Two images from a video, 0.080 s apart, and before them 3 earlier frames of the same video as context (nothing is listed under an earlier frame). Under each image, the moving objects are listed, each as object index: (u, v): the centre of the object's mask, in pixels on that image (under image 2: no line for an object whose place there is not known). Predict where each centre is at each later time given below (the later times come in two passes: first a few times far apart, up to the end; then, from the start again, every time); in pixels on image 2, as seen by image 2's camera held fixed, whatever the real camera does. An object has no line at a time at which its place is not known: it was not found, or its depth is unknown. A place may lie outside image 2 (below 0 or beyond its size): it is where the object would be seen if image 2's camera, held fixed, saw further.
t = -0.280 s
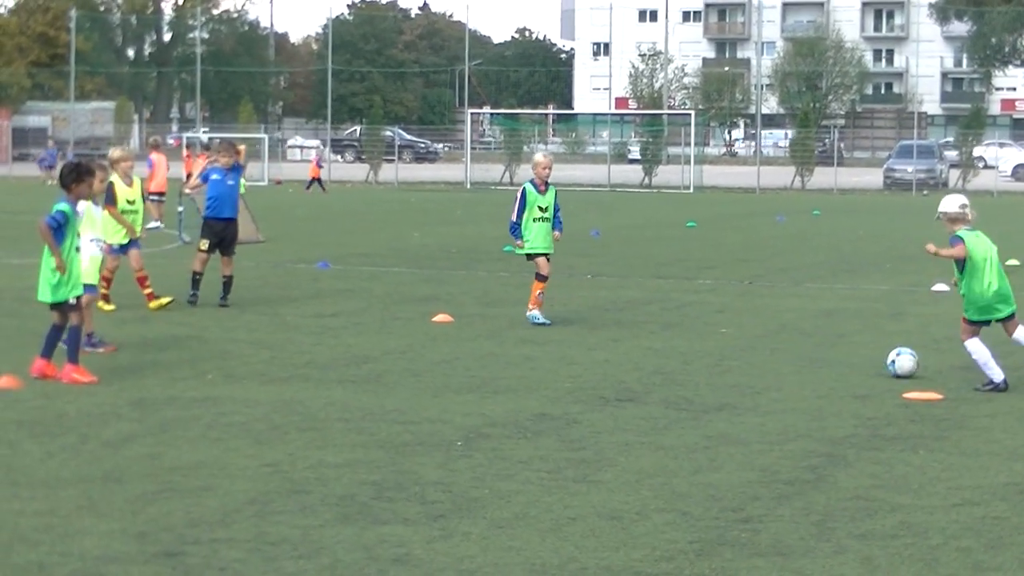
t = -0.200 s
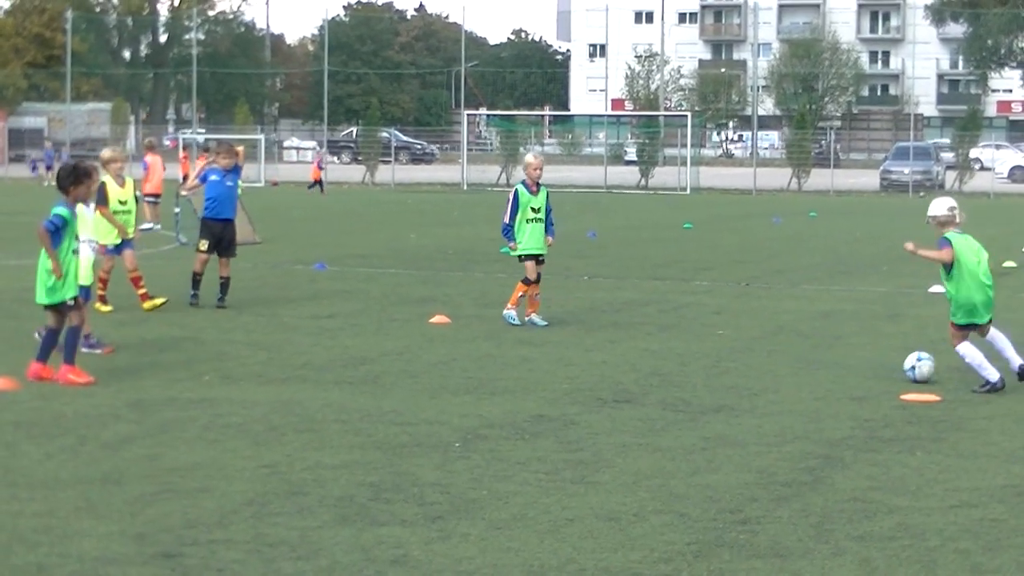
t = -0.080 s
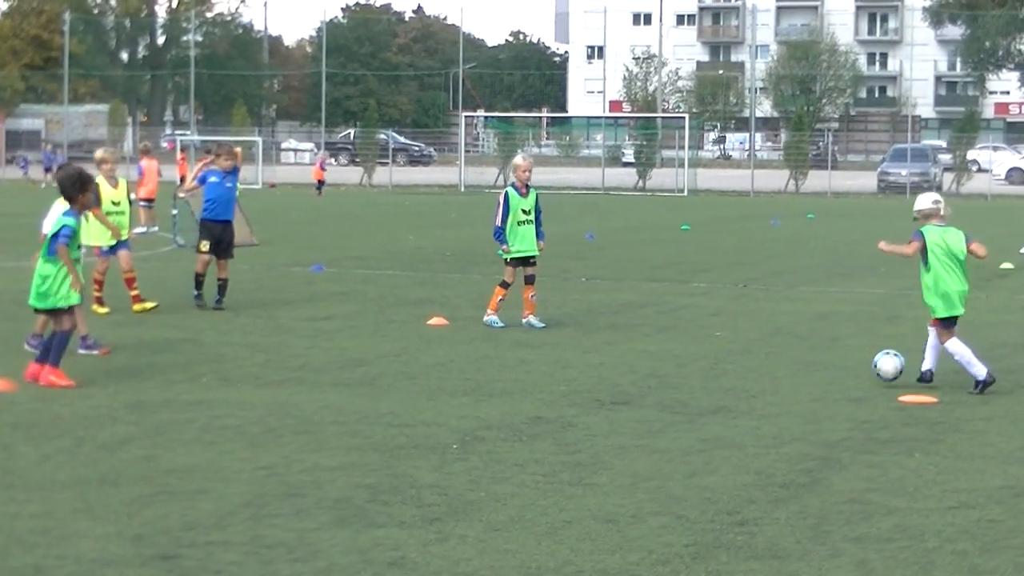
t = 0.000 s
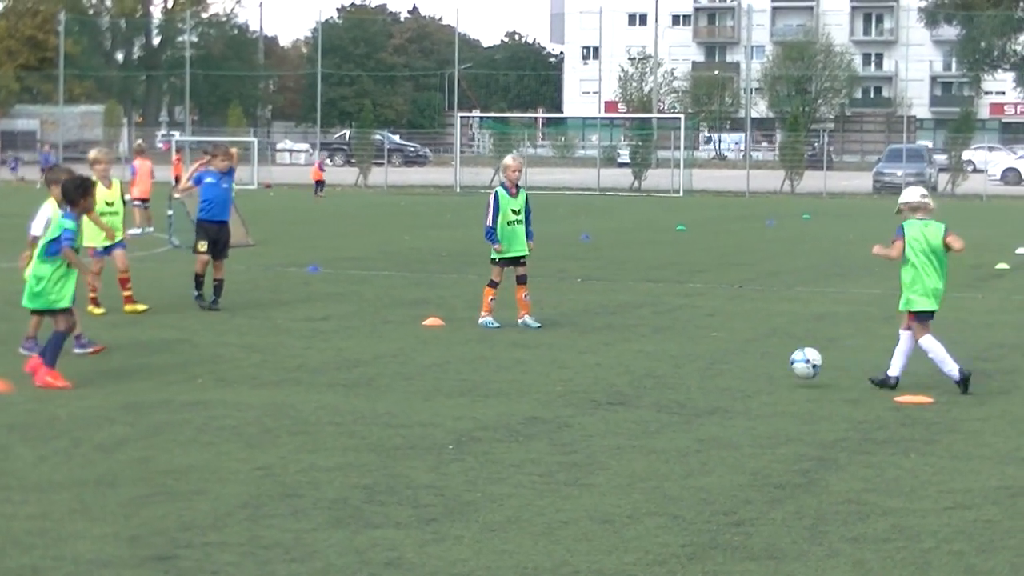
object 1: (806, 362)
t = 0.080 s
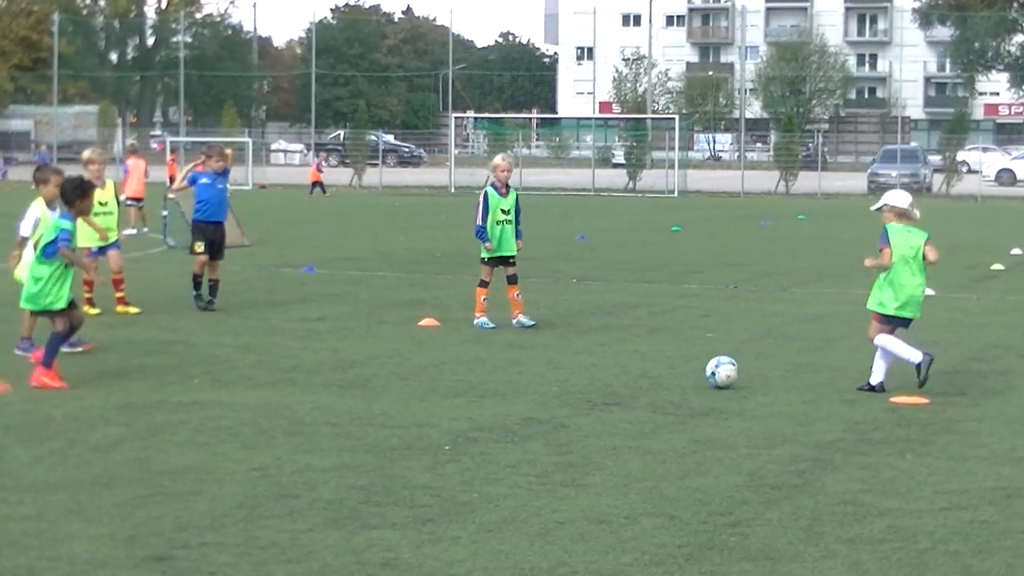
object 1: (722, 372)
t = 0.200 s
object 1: (622, 369)
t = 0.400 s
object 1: (475, 375)
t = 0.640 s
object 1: (324, 377)
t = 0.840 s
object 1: (197, 381)
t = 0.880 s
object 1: (172, 381)
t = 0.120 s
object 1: (687, 370)
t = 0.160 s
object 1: (654, 368)
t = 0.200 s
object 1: (622, 369)
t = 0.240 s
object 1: (589, 372)
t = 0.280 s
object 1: (559, 374)
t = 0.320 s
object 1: (531, 372)
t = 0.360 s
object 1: (503, 372)
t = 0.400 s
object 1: (475, 375)
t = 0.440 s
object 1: (450, 375)
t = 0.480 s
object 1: (424, 375)
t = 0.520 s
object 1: (399, 375)
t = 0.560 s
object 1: (374, 376)
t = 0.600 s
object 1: (349, 377)
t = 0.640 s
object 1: (324, 377)
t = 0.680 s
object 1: (299, 378)
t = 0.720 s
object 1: (274, 378)
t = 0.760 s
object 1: (248, 378)
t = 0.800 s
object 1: (223, 379)
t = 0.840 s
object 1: (197, 381)
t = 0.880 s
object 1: (172, 381)
